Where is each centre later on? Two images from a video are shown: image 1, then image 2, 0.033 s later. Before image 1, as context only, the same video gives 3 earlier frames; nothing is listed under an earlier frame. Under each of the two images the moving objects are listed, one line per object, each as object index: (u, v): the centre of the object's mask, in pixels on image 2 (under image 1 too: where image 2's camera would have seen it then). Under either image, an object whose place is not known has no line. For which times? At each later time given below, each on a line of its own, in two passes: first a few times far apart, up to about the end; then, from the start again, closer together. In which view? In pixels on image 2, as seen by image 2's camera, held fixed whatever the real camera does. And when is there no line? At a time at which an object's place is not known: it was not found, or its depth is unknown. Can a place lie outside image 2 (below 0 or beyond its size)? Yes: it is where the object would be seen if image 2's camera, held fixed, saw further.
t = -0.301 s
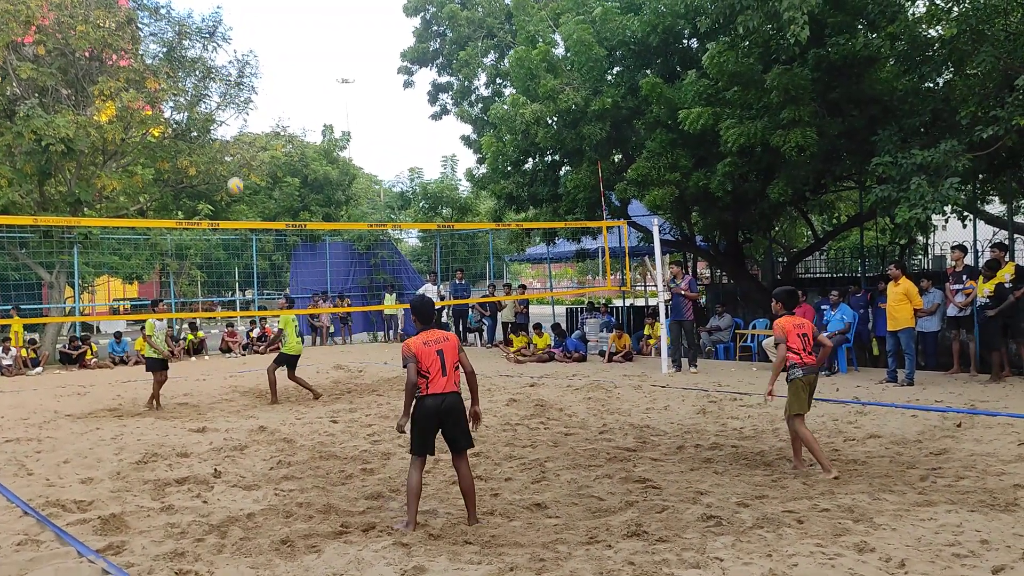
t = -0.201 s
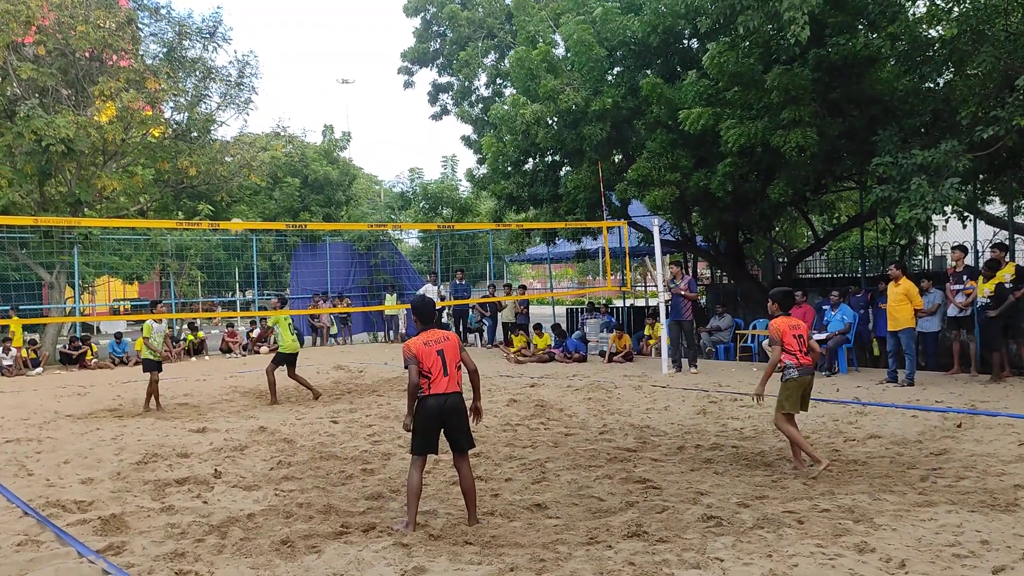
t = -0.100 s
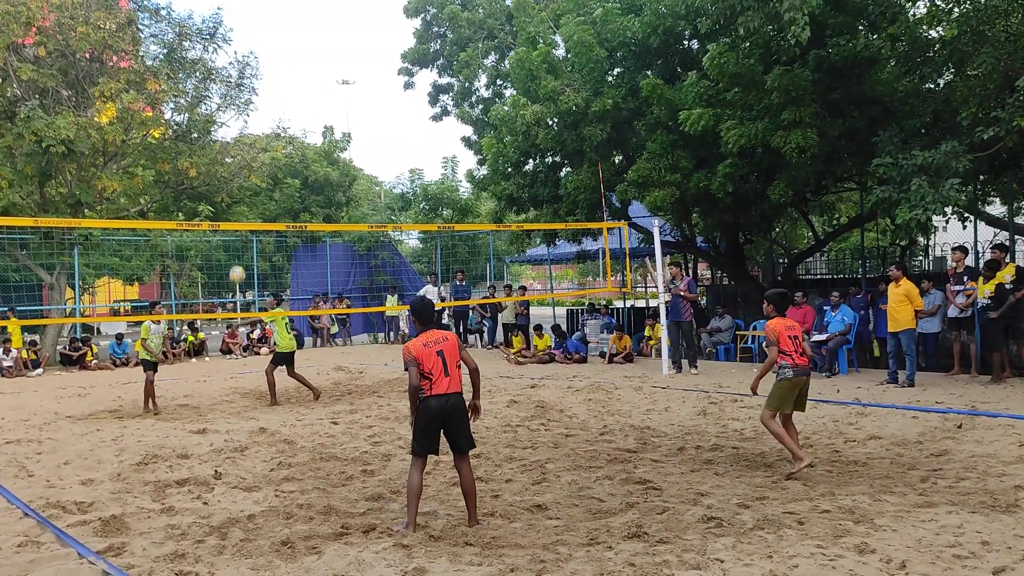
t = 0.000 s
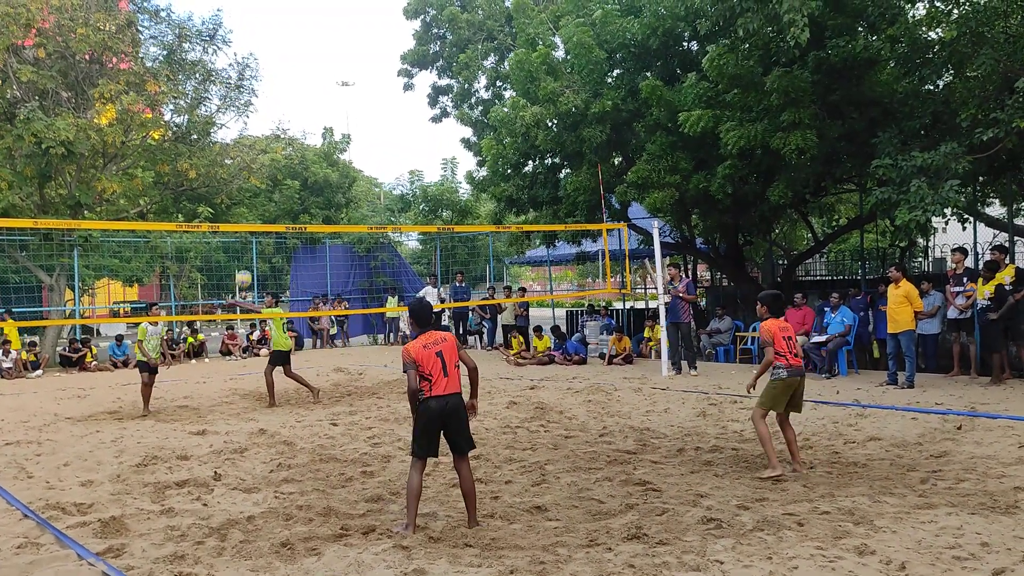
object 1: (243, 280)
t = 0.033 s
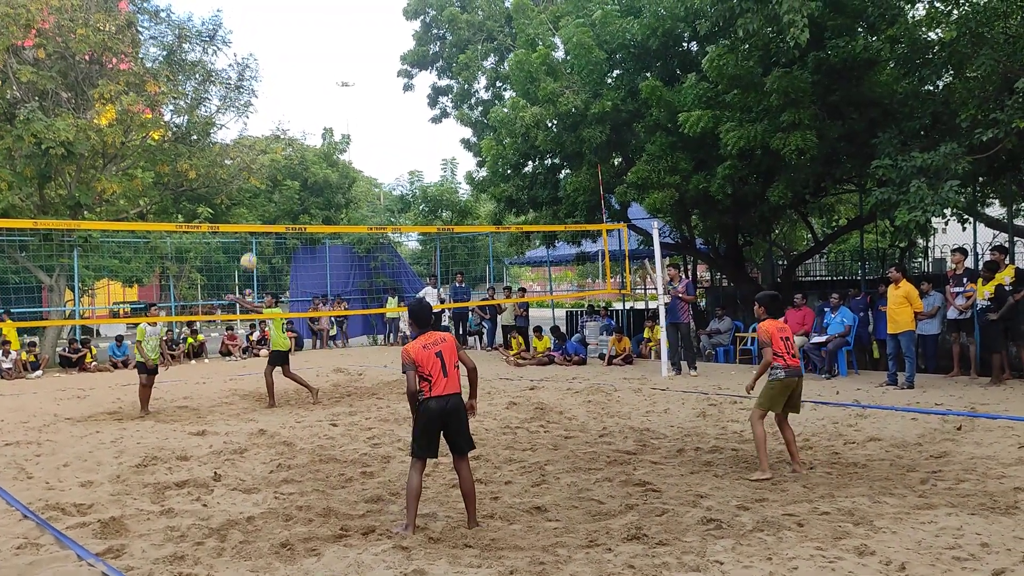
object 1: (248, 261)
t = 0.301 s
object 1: (293, 135)
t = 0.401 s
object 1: (311, 97)
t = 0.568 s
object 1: (345, 47)
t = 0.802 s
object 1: (398, 10)
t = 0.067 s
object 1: (253, 243)
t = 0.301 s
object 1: (293, 135)
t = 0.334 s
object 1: (299, 122)
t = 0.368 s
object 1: (305, 109)
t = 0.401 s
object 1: (311, 97)
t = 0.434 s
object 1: (317, 86)
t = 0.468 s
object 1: (324, 75)
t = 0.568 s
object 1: (345, 47)
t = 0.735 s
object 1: (381, 16)
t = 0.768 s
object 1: (388, 12)
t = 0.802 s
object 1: (398, 10)
